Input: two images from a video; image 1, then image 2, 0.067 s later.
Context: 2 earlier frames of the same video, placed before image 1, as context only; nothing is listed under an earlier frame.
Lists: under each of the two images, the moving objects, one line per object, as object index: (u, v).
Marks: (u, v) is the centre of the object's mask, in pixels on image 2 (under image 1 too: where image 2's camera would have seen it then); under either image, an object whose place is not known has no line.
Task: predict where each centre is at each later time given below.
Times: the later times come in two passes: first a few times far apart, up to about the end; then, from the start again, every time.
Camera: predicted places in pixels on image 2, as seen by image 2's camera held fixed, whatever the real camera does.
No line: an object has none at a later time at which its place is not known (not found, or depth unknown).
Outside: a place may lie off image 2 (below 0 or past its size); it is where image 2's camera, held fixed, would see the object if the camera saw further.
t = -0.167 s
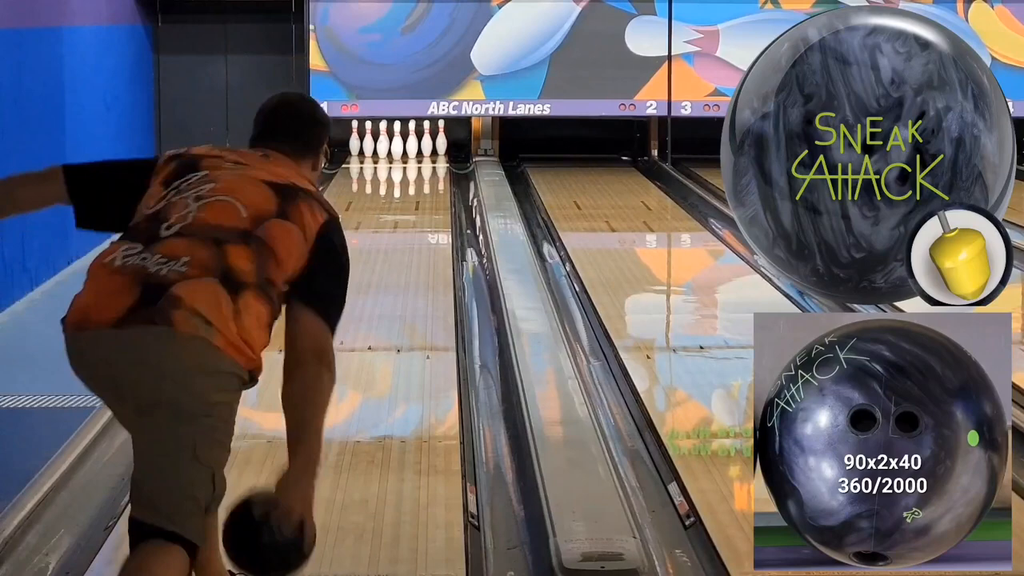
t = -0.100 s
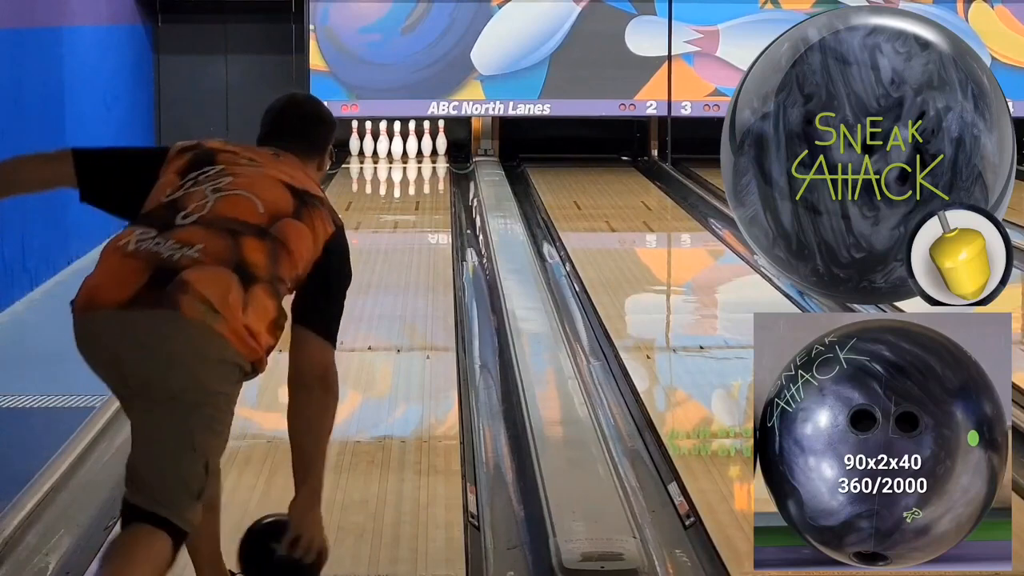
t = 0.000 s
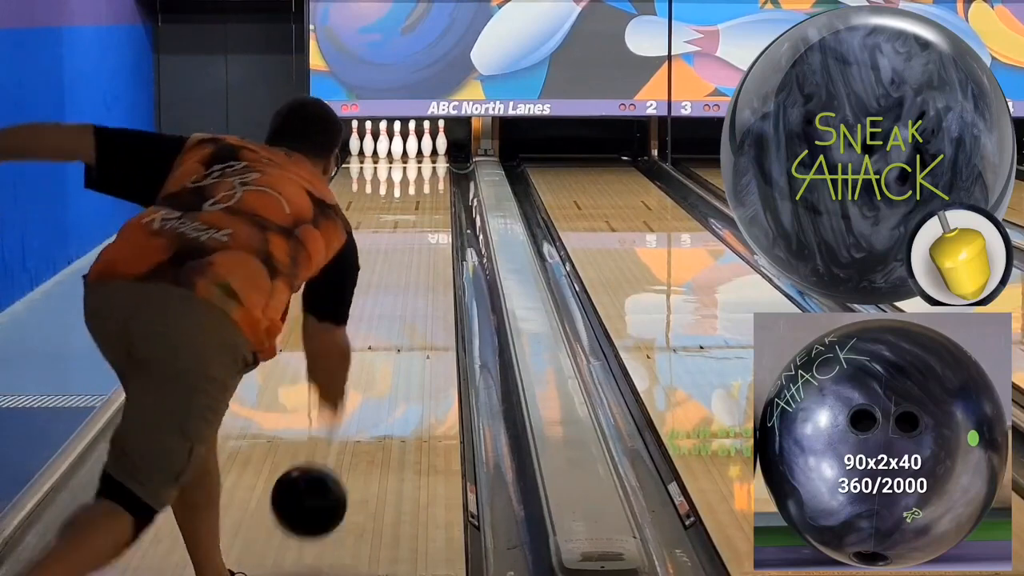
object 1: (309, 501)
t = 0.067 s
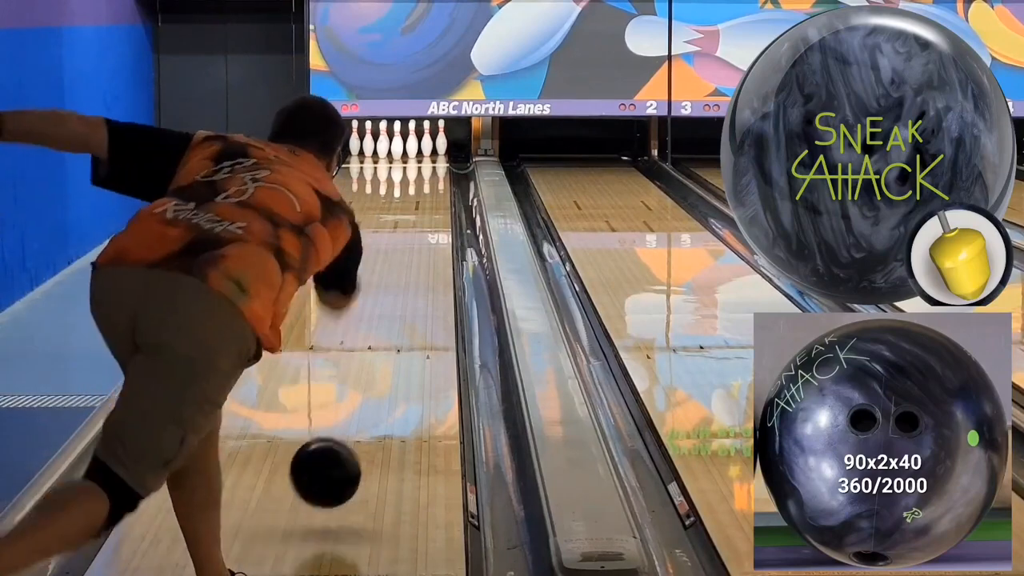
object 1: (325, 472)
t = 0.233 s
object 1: (358, 426)
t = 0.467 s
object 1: (390, 355)
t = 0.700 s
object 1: (412, 305)
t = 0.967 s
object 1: (429, 265)
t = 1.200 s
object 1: (438, 237)
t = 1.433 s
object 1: (443, 216)
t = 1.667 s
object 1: (445, 198)
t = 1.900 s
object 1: (444, 183)
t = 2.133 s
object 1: (438, 171)
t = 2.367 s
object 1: (429, 161)
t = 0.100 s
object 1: (333, 465)
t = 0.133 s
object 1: (340, 461)
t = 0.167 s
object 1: (346, 451)
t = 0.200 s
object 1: (353, 438)
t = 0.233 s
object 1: (358, 426)
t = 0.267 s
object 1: (364, 414)
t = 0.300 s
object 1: (369, 403)
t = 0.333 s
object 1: (374, 392)
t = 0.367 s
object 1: (378, 382)
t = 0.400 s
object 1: (382, 372)
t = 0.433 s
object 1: (386, 364)
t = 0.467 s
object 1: (390, 355)
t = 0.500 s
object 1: (394, 347)
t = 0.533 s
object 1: (397, 339)
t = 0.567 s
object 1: (401, 332)
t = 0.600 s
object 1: (404, 324)
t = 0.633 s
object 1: (407, 318)
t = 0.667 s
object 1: (409, 311)
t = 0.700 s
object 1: (412, 305)
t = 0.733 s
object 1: (415, 300)
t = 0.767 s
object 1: (417, 294)
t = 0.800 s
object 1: (419, 289)
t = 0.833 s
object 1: (421, 284)
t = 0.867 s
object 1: (424, 278)
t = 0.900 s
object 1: (425, 274)
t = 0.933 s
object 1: (427, 269)
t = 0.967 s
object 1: (429, 265)
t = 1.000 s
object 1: (431, 260)
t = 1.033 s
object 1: (432, 256)
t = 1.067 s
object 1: (433, 252)
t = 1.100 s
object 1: (434, 248)
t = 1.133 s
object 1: (436, 245)
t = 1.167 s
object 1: (437, 241)
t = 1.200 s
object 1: (438, 237)
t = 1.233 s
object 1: (439, 234)
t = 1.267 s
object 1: (440, 231)
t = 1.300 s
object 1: (440, 227)
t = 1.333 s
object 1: (441, 224)
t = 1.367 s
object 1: (442, 221)
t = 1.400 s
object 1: (442, 219)
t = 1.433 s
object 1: (443, 216)
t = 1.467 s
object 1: (443, 213)
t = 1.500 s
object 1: (443, 210)
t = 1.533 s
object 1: (444, 208)
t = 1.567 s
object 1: (444, 205)
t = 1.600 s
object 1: (444, 203)
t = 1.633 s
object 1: (445, 200)
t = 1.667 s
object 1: (445, 198)
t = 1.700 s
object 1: (445, 195)
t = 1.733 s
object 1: (445, 193)
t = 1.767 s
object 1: (445, 191)
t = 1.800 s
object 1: (445, 189)
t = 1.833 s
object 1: (444, 187)
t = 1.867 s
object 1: (444, 185)
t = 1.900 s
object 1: (444, 183)
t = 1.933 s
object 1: (443, 181)
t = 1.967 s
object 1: (443, 180)
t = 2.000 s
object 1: (442, 178)
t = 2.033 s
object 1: (441, 176)
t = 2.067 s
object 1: (440, 174)
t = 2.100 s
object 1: (439, 173)
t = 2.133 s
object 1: (438, 171)
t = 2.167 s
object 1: (437, 170)
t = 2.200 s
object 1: (436, 168)
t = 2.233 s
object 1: (435, 167)
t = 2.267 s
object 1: (433, 165)
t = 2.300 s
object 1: (432, 164)
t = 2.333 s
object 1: (430, 163)
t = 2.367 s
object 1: (429, 161)
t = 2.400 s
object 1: (427, 160)
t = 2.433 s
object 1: (425, 159)
